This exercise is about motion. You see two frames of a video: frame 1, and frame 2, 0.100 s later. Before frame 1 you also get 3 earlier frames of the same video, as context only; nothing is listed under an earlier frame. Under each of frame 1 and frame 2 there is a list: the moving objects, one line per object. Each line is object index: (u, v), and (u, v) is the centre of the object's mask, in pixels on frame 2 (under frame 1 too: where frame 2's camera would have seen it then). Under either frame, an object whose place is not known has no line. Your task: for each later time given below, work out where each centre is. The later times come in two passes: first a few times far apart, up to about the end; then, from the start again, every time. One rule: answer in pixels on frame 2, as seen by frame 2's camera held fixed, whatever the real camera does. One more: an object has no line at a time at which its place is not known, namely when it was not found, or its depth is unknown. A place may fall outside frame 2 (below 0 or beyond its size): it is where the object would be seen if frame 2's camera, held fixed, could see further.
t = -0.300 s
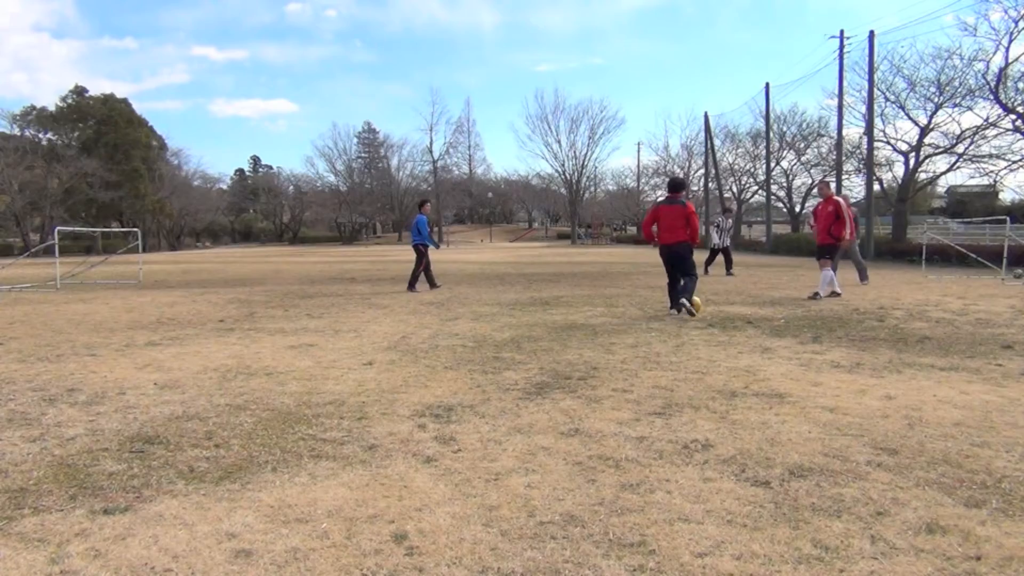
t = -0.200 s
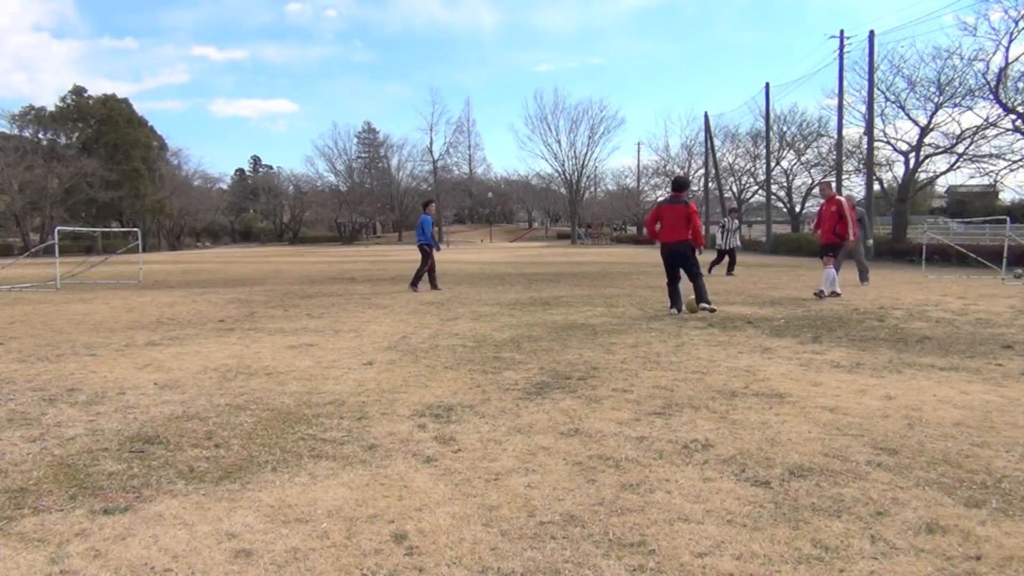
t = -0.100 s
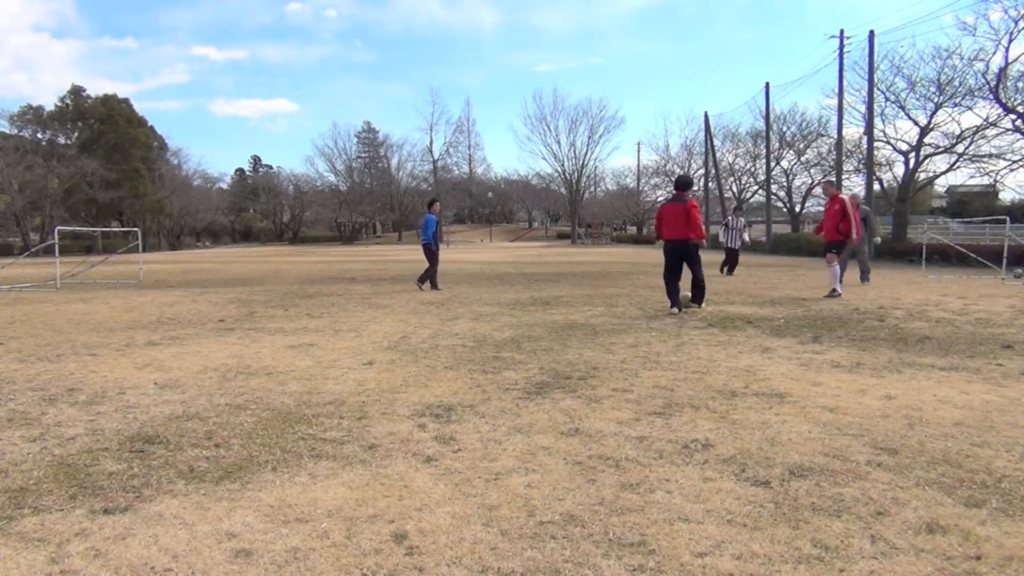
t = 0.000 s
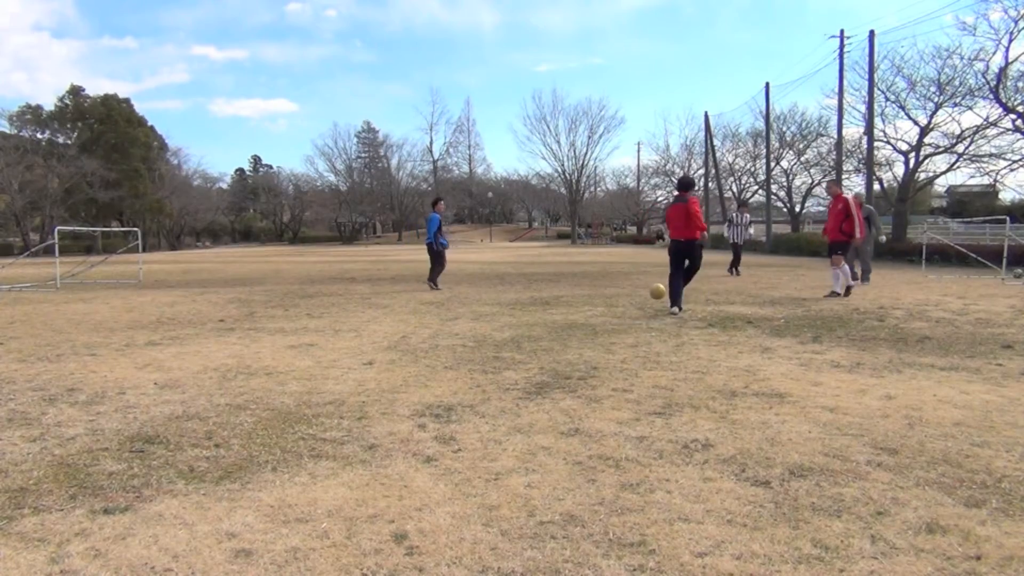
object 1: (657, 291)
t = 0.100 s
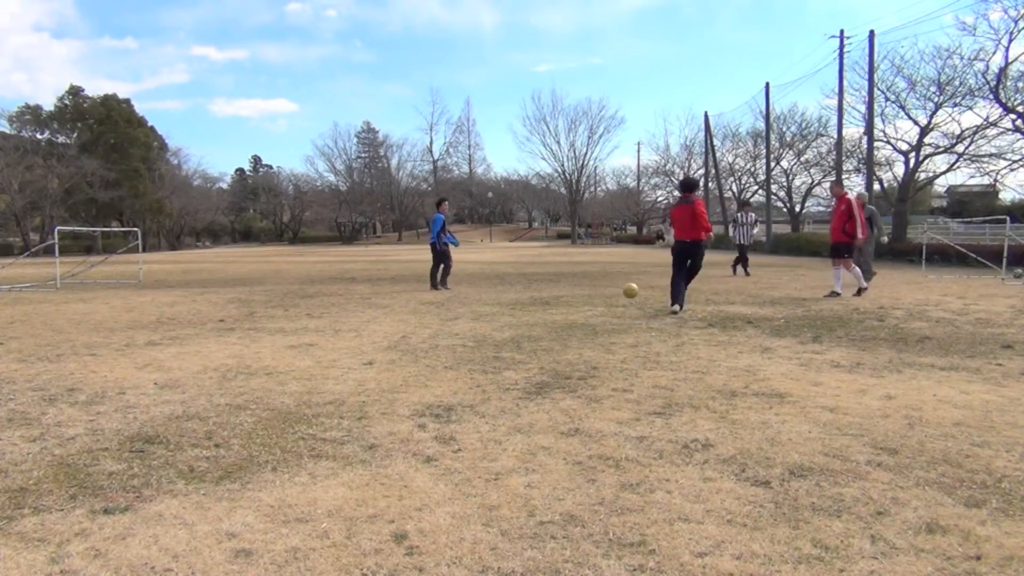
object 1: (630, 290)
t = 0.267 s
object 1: (596, 291)
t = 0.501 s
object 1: (566, 291)
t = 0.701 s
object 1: (545, 290)
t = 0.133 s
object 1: (622, 292)
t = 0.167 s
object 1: (613, 294)
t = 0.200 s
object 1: (607, 295)
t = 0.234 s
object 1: (602, 292)
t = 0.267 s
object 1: (596, 291)
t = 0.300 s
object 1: (592, 289)
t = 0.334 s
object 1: (586, 289)
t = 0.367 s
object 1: (582, 289)
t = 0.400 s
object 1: (578, 290)
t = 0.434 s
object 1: (573, 292)
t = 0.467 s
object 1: (569, 292)
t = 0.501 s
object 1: (566, 291)
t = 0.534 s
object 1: (563, 291)
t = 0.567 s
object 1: (559, 291)
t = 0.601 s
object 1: (555, 291)
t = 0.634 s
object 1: (552, 291)
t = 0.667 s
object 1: (548, 291)
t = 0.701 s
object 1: (545, 290)
